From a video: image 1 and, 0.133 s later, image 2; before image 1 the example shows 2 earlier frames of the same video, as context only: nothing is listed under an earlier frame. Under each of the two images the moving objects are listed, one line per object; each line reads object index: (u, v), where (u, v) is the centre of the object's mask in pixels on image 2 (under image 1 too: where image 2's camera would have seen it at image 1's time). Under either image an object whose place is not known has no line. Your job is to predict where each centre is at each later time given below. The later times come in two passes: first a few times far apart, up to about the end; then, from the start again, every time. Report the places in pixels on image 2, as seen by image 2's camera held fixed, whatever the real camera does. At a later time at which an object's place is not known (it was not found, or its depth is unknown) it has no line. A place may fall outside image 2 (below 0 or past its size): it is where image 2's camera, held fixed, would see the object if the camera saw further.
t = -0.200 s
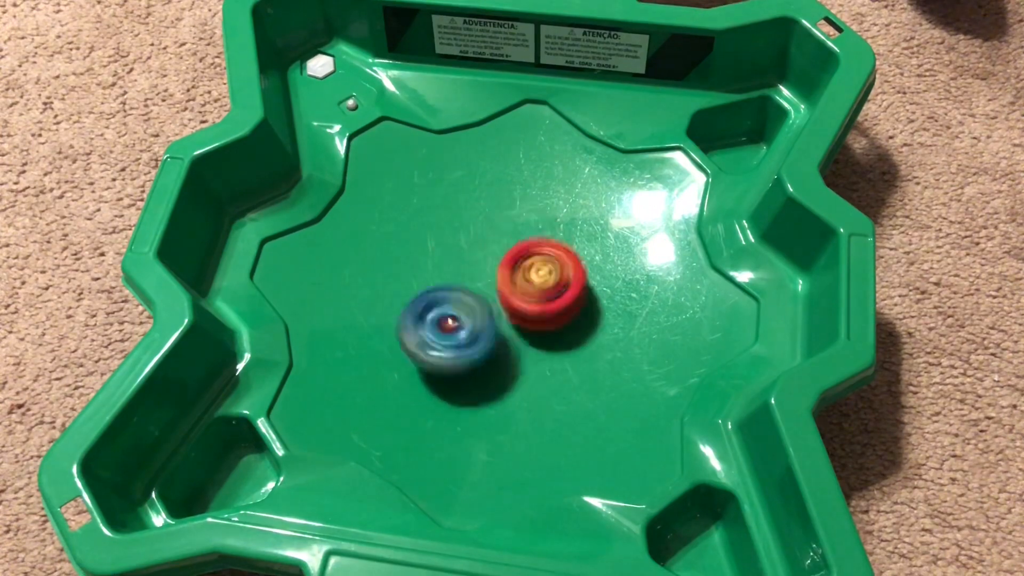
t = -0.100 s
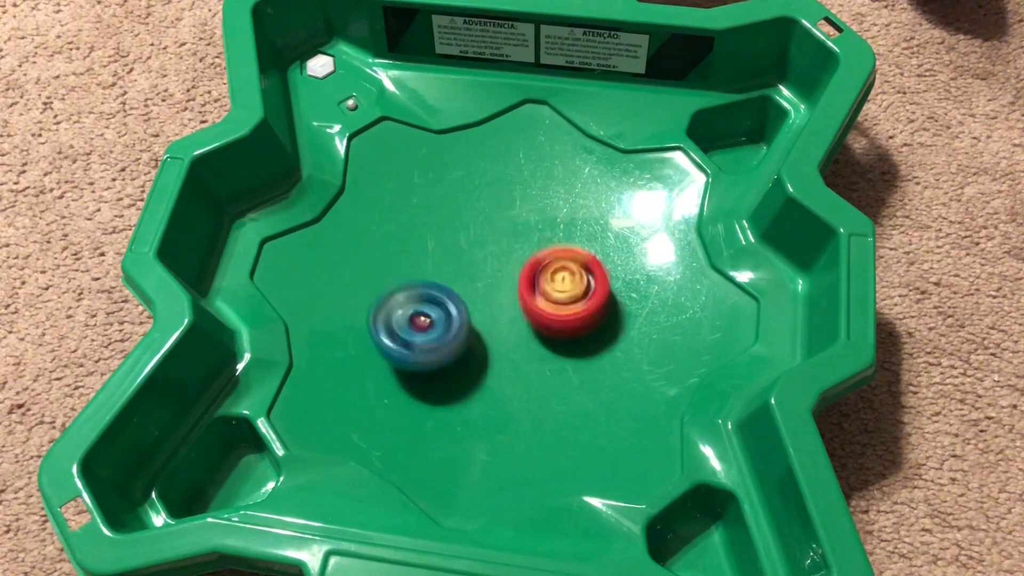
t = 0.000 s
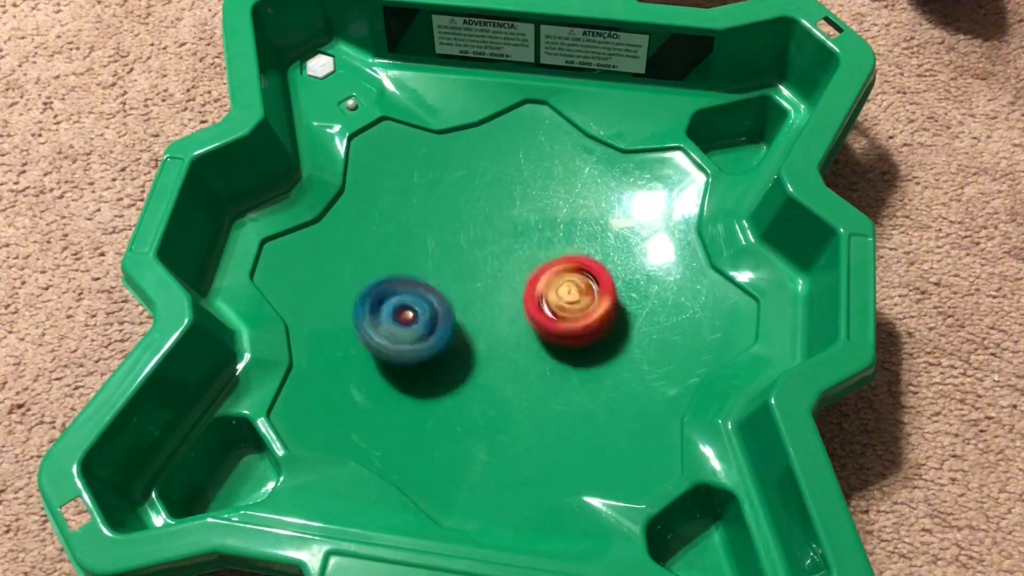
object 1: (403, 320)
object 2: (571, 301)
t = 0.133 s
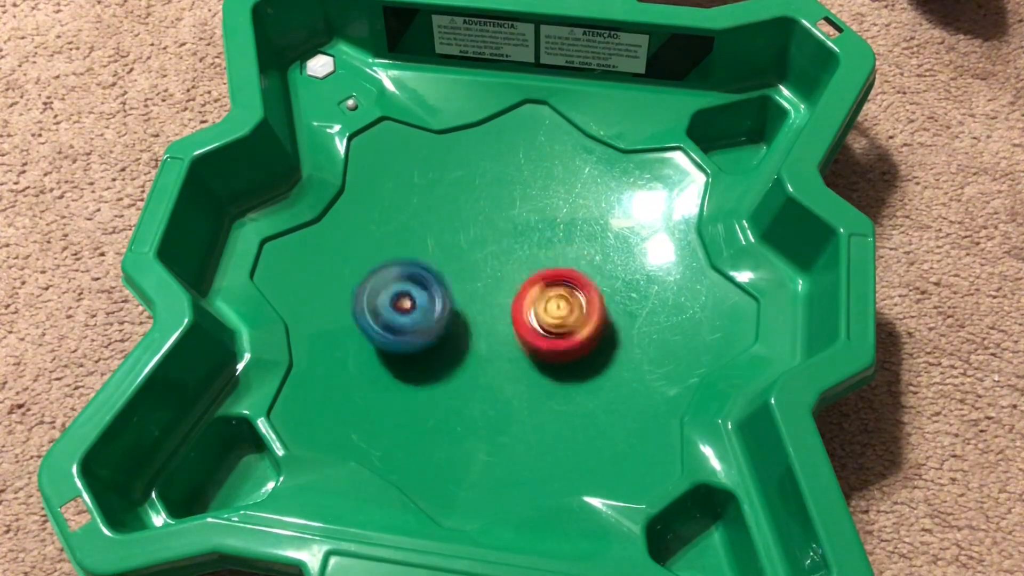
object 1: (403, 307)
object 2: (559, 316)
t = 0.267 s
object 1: (425, 286)
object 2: (524, 316)
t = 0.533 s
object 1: (389, 226)
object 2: (600, 326)
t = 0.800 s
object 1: (442, 229)
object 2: (567, 324)
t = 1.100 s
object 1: (443, 253)
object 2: (526, 307)
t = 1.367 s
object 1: (395, 253)
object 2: (518, 321)
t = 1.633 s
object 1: (408, 266)
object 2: (508, 310)
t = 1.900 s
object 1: (435, 286)
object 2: (543, 319)
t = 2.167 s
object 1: (418, 297)
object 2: (593, 315)
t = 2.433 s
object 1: (434, 297)
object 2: (584, 300)
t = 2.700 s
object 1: (449, 295)
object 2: (554, 285)
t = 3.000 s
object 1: (454, 301)
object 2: (547, 279)
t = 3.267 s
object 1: (457, 305)
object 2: (558, 261)
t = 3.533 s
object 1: (458, 319)
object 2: (532, 264)
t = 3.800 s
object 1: (482, 356)
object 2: (524, 273)
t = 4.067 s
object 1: (533, 334)
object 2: (488, 262)
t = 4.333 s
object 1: (532, 314)
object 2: (450, 289)
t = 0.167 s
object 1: (409, 301)
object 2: (553, 318)
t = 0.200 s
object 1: (411, 297)
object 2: (542, 318)
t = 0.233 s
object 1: (419, 292)
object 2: (533, 317)
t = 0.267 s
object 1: (425, 286)
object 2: (524, 316)
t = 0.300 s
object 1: (419, 275)
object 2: (527, 315)
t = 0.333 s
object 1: (403, 259)
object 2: (542, 316)
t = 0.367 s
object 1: (394, 251)
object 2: (556, 317)
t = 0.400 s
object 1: (390, 244)
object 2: (566, 318)
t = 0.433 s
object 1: (388, 241)
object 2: (577, 320)
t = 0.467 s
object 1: (388, 236)
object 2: (586, 321)
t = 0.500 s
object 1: (387, 231)
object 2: (594, 324)
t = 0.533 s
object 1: (389, 226)
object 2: (600, 326)
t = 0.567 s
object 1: (393, 221)
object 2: (603, 328)
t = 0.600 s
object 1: (398, 218)
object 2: (603, 329)
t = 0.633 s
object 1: (405, 216)
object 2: (602, 330)
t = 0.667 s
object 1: (413, 216)
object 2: (599, 331)
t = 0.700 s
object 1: (421, 217)
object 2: (592, 331)
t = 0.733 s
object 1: (429, 220)
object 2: (586, 329)
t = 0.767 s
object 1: (436, 224)
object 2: (577, 327)
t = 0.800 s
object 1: (442, 229)
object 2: (567, 324)
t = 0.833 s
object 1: (447, 234)
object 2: (555, 319)
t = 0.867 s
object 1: (452, 240)
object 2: (545, 314)
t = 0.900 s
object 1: (456, 248)
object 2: (536, 307)
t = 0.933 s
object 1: (453, 245)
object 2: (532, 304)
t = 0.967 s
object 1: (449, 243)
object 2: (531, 305)
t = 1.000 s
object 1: (449, 241)
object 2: (528, 304)
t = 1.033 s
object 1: (449, 244)
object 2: (526, 305)
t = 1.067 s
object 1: (447, 250)
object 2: (524, 304)
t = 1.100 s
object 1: (443, 253)
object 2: (526, 307)
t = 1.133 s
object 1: (438, 255)
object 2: (528, 309)
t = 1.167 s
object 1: (432, 256)
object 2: (528, 312)
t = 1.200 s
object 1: (423, 257)
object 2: (529, 314)
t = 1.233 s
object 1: (416, 256)
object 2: (528, 316)
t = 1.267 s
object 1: (409, 256)
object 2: (527, 319)
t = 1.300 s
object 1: (404, 255)
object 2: (523, 319)
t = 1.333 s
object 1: (399, 255)
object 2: (520, 320)
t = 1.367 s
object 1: (395, 253)
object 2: (518, 321)
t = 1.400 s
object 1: (396, 255)
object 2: (514, 320)
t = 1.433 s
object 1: (393, 258)
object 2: (512, 319)
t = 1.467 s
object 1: (396, 259)
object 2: (507, 317)
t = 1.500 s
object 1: (399, 264)
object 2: (504, 317)
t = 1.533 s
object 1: (402, 265)
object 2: (500, 314)
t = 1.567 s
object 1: (409, 269)
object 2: (496, 311)
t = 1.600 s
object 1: (407, 264)
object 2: (503, 310)
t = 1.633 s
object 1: (408, 266)
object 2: (508, 310)
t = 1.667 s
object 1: (405, 269)
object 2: (516, 311)
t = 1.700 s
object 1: (405, 268)
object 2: (523, 312)
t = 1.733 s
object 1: (410, 271)
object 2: (528, 313)
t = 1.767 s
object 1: (411, 273)
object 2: (535, 314)
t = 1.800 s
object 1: (414, 275)
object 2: (538, 316)
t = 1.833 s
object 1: (422, 278)
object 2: (540, 318)
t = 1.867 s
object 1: (429, 282)
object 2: (542, 318)
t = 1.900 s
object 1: (435, 286)
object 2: (543, 319)
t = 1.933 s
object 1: (441, 289)
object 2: (544, 320)
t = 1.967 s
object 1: (445, 294)
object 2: (543, 320)
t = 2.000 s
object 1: (439, 295)
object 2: (549, 321)
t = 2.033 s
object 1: (432, 291)
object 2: (563, 320)
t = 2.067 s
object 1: (432, 291)
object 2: (570, 320)
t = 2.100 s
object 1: (432, 293)
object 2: (576, 320)
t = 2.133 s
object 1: (426, 296)
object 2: (586, 317)
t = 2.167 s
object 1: (418, 297)
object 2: (593, 315)
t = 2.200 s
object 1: (415, 295)
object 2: (598, 314)
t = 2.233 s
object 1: (419, 295)
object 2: (603, 311)
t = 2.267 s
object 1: (420, 298)
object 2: (604, 310)
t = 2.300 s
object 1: (418, 298)
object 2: (603, 309)
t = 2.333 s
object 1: (423, 298)
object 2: (601, 306)
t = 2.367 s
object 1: (423, 298)
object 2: (597, 304)
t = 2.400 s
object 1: (426, 296)
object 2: (592, 303)
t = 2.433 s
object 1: (434, 297)
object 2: (584, 300)
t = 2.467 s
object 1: (437, 298)
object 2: (576, 297)
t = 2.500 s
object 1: (444, 296)
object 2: (568, 296)
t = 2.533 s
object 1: (452, 299)
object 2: (561, 294)
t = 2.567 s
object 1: (454, 302)
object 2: (552, 291)
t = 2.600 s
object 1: (451, 301)
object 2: (549, 290)
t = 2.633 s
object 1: (447, 297)
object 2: (548, 287)
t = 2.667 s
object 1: (447, 295)
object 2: (548, 287)
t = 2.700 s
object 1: (449, 295)
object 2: (554, 285)
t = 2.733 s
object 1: (453, 293)
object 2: (554, 282)
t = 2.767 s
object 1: (456, 296)
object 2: (556, 282)
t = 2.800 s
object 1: (458, 302)
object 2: (558, 282)
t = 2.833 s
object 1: (456, 306)
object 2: (557, 280)
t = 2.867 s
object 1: (450, 307)
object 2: (557, 279)
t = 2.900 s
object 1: (448, 304)
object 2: (555, 279)
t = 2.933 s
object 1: (449, 302)
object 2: (552, 278)
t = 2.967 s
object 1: (452, 300)
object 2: (549, 279)
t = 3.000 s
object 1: (454, 301)
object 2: (547, 279)
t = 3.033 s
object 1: (453, 304)
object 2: (545, 277)
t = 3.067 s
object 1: (451, 302)
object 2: (542, 278)
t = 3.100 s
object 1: (448, 304)
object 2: (545, 276)
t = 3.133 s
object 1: (447, 303)
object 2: (552, 270)
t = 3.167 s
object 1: (448, 302)
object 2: (553, 268)
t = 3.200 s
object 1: (451, 303)
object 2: (554, 267)
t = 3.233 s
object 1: (454, 303)
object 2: (558, 265)
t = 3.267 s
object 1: (457, 305)
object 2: (558, 261)
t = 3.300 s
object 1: (462, 309)
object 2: (556, 258)
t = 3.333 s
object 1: (461, 315)
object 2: (554, 257)
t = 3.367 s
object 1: (460, 316)
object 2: (553, 256)
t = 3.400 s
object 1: (456, 318)
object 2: (547, 256)
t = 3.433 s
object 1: (454, 319)
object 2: (543, 257)
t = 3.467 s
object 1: (455, 319)
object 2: (543, 259)
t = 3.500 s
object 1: (456, 318)
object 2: (538, 261)
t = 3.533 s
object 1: (458, 319)
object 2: (532, 264)
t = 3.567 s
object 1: (454, 327)
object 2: (530, 267)
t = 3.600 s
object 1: (453, 332)
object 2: (531, 265)
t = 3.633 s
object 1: (455, 338)
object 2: (531, 266)
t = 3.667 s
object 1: (459, 341)
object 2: (530, 266)
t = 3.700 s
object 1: (463, 345)
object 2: (530, 268)
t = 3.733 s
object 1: (468, 348)
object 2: (529, 270)
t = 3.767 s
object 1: (474, 352)
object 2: (527, 272)
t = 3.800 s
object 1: (482, 356)
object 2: (524, 273)
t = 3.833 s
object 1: (492, 358)
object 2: (519, 274)
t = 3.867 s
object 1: (503, 368)
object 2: (513, 269)
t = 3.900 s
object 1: (513, 371)
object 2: (507, 266)
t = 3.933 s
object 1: (522, 367)
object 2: (500, 265)
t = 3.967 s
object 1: (530, 361)
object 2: (497, 264)
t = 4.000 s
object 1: (534, 352)
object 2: (495, 264)
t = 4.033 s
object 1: (534, 342)
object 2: (492, 263)
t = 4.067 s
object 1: (533, 334)
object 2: (488, 262)
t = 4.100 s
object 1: (537, 332)
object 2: (481, 264)
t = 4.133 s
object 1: (538, 331)
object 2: (472, 268)
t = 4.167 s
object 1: (537, 328)
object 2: (467, 274)
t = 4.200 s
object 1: (539, 326)
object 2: (461, 277)
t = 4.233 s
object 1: (538, 323)
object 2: (457, 280)
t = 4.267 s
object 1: (537, 320)
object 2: (454, 283)
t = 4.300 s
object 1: (534, 318)
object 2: (451, 286)
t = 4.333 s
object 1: (532, 314)
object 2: (450, 289)
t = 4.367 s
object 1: (532, 314)
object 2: (448, 291)
